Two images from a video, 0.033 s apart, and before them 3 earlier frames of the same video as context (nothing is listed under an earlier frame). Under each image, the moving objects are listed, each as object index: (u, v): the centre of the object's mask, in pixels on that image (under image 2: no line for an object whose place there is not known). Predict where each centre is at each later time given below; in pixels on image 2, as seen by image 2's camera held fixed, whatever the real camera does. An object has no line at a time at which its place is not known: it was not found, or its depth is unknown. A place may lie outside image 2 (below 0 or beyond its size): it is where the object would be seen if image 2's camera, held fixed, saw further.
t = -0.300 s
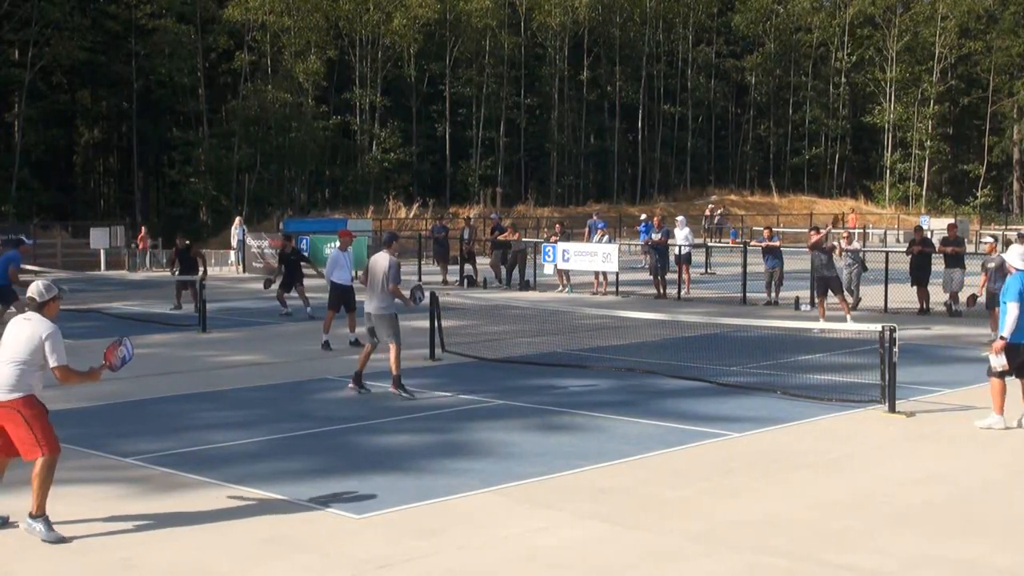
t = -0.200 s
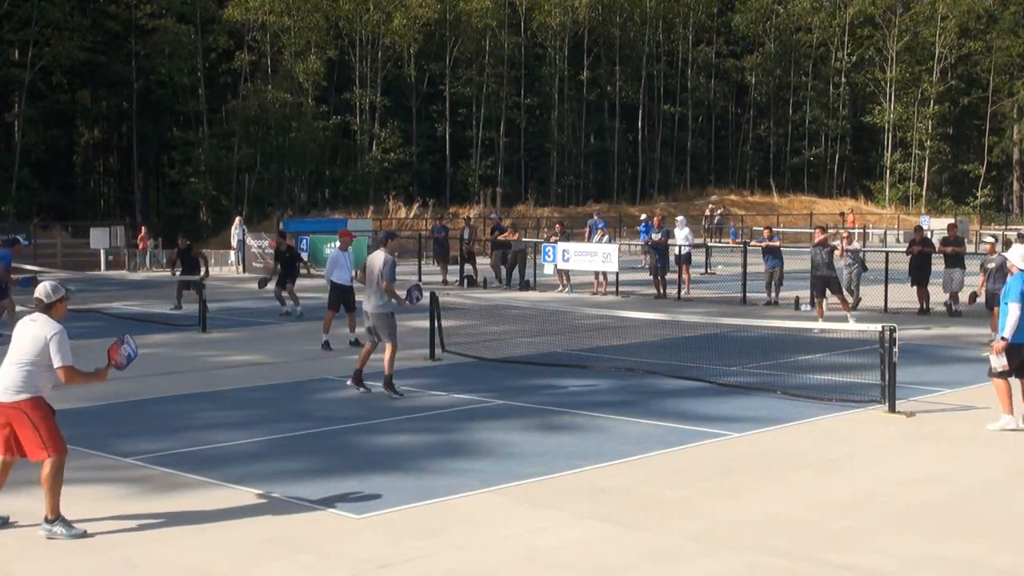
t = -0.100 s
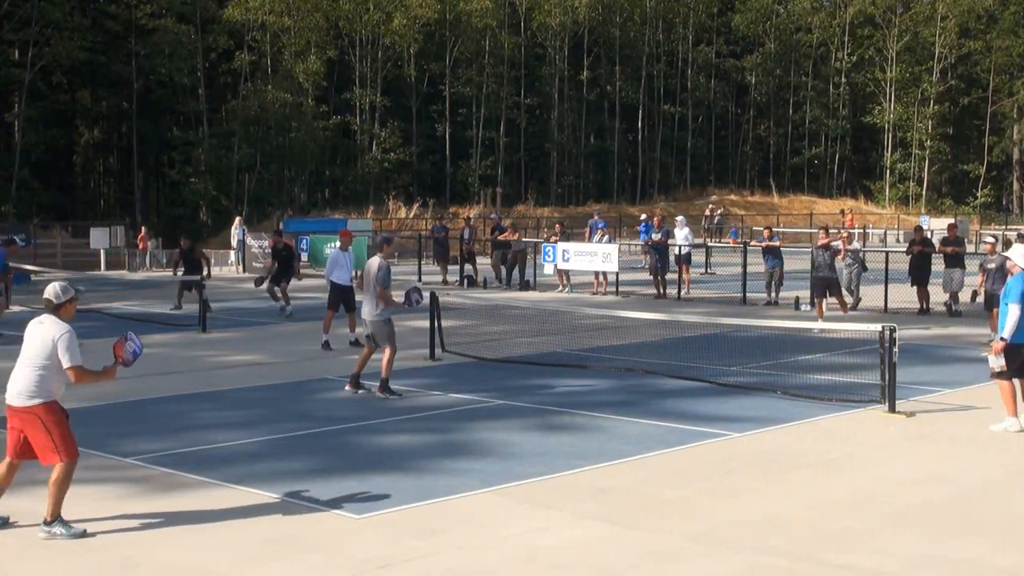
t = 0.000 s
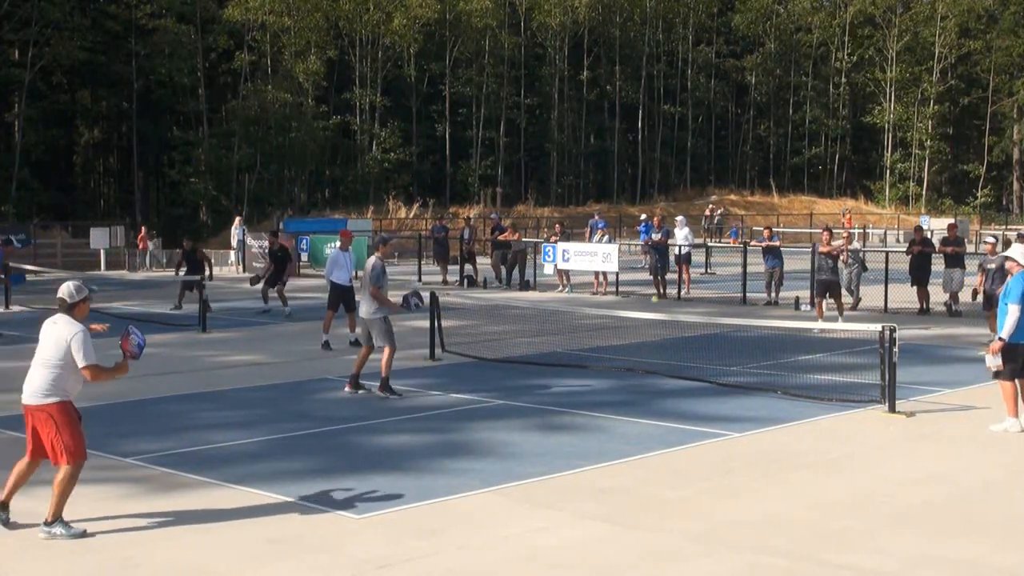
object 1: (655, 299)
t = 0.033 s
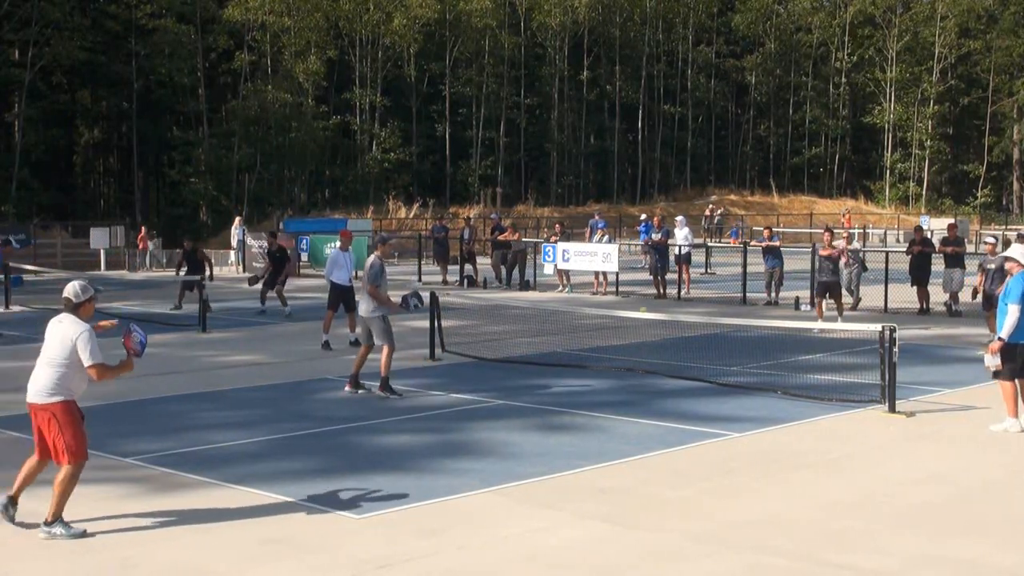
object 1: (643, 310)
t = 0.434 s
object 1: (500, 391)
